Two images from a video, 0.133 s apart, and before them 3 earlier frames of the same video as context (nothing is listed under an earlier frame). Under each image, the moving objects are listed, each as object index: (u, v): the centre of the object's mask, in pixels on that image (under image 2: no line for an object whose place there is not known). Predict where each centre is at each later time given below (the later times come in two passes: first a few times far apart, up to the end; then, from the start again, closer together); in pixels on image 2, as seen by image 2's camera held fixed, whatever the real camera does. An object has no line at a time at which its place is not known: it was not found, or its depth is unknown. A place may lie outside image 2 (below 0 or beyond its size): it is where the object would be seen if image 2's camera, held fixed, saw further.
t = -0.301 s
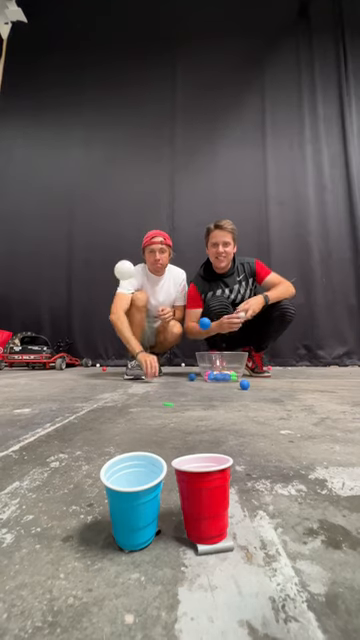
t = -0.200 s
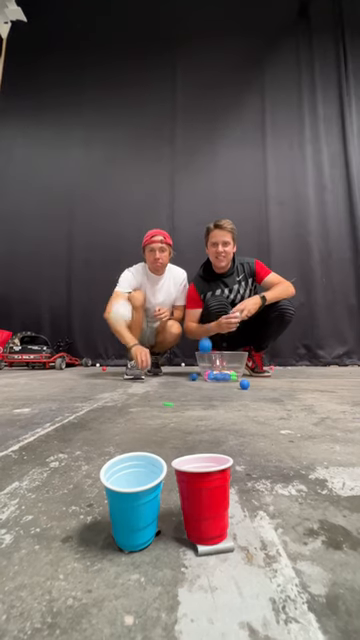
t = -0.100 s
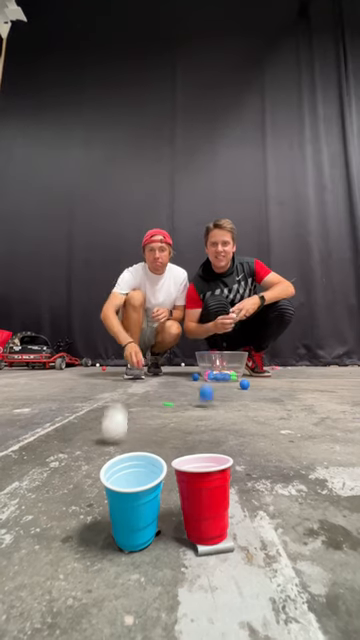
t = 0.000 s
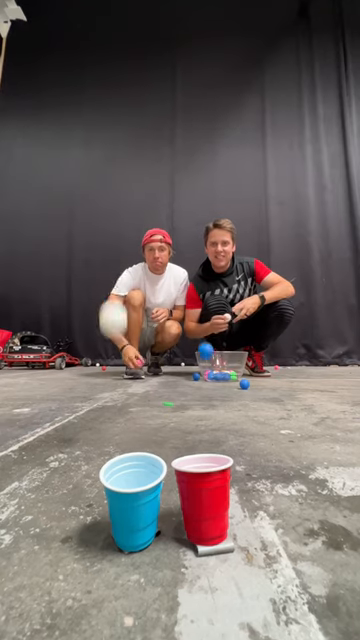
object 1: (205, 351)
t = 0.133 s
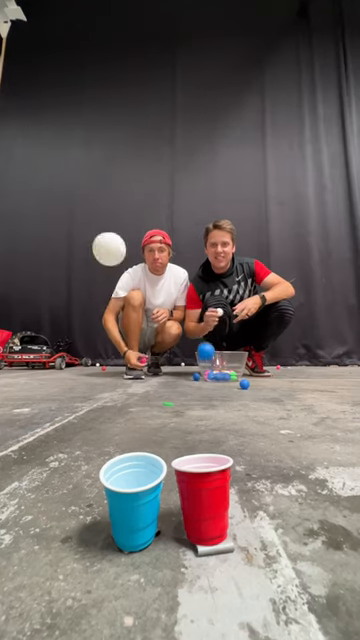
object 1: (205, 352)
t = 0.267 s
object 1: (208, 400)
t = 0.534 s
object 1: (218, 432)
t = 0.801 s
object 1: (241, 450)
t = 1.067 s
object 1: (293, 490)
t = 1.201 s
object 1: (337, 591)
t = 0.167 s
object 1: (206, 363)
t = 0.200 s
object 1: (207, 382)
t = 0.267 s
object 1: (208, 400)
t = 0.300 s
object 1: (208, 384)
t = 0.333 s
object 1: (209, 372)
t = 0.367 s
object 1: (211, 367)
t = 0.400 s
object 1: (211, 367)
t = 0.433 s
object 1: (213, 372)
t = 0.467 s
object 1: (214, 385)
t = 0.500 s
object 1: (216, 405)
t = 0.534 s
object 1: (218, 432)
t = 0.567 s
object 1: (220, 413)
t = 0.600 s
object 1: (221, 398)
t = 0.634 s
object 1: (223, 390)
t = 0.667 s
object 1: (225, 390)
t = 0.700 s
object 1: (228, 400)
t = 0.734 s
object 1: (232, 417)
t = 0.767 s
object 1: (237, 446)
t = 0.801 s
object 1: (241, 450)
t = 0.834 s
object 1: (244, 434)
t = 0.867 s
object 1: (248, 426)
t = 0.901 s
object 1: (254, 430)
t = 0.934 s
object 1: (261, 445)
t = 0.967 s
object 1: (268, 476)
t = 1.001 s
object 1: (278, 510)
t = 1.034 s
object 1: (285, 493)
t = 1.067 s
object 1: (293, 490)
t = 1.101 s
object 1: (305, 505)
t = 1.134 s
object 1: (320, 542)
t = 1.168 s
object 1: (329, 601)
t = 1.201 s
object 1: (337, 591)
